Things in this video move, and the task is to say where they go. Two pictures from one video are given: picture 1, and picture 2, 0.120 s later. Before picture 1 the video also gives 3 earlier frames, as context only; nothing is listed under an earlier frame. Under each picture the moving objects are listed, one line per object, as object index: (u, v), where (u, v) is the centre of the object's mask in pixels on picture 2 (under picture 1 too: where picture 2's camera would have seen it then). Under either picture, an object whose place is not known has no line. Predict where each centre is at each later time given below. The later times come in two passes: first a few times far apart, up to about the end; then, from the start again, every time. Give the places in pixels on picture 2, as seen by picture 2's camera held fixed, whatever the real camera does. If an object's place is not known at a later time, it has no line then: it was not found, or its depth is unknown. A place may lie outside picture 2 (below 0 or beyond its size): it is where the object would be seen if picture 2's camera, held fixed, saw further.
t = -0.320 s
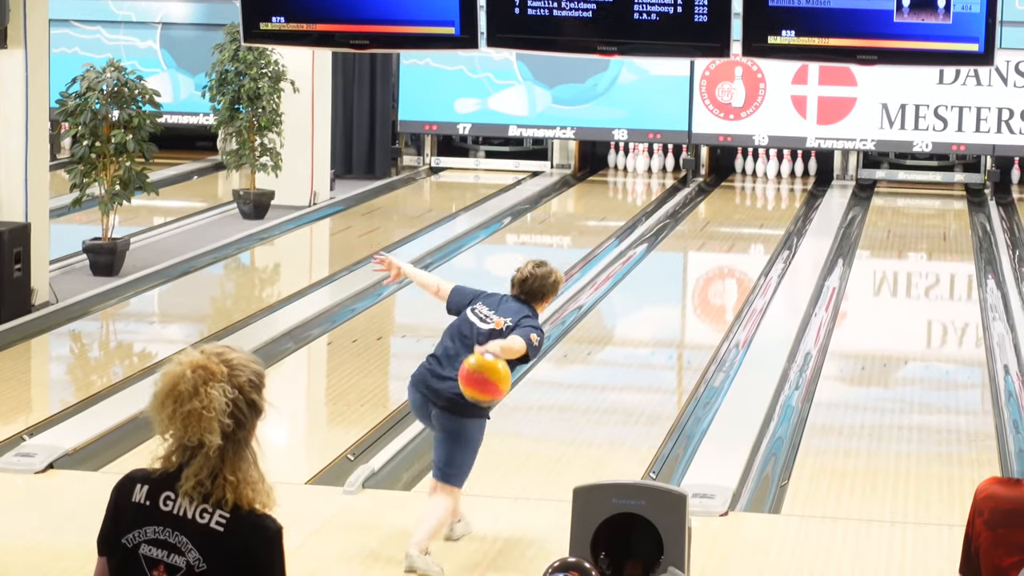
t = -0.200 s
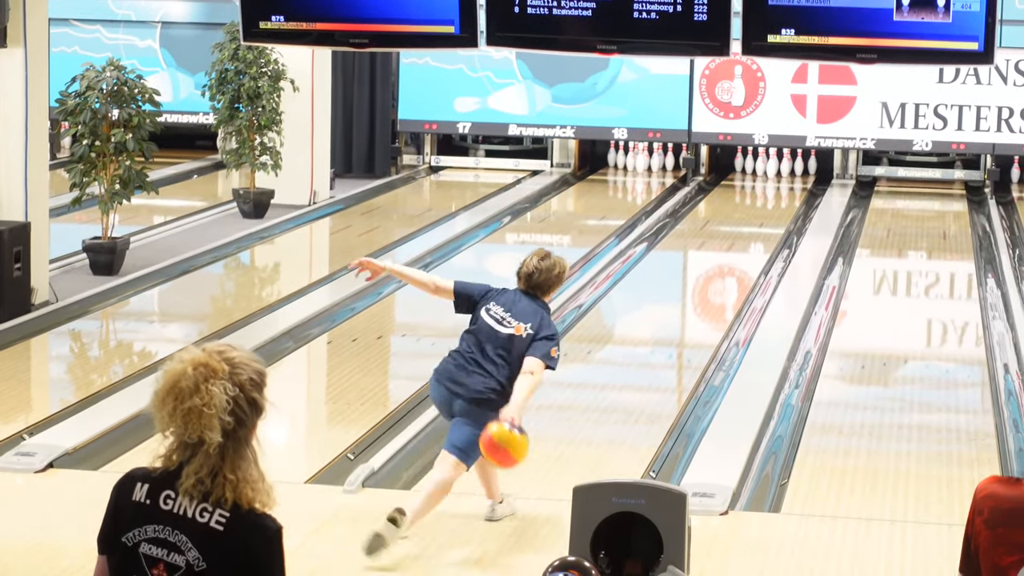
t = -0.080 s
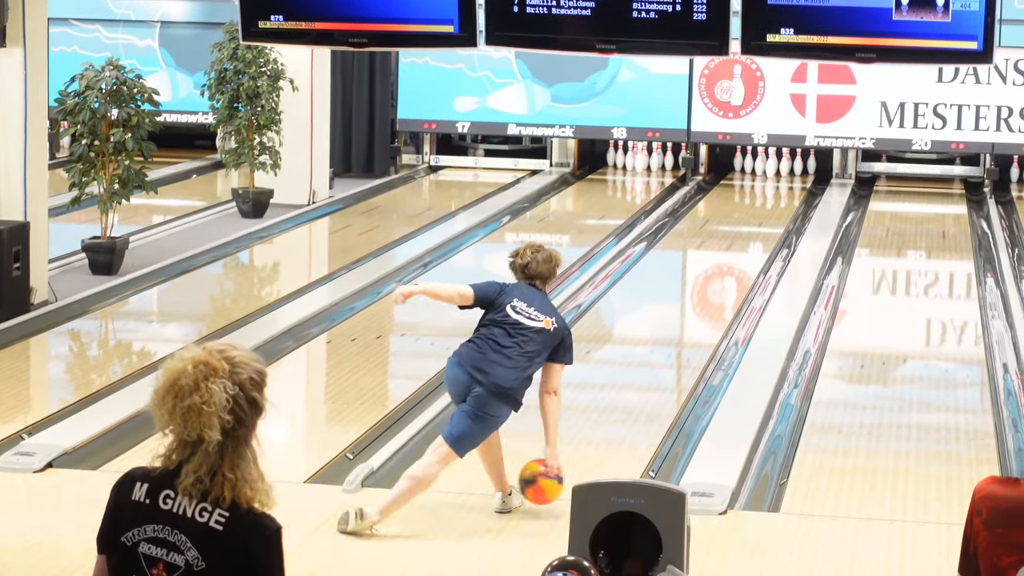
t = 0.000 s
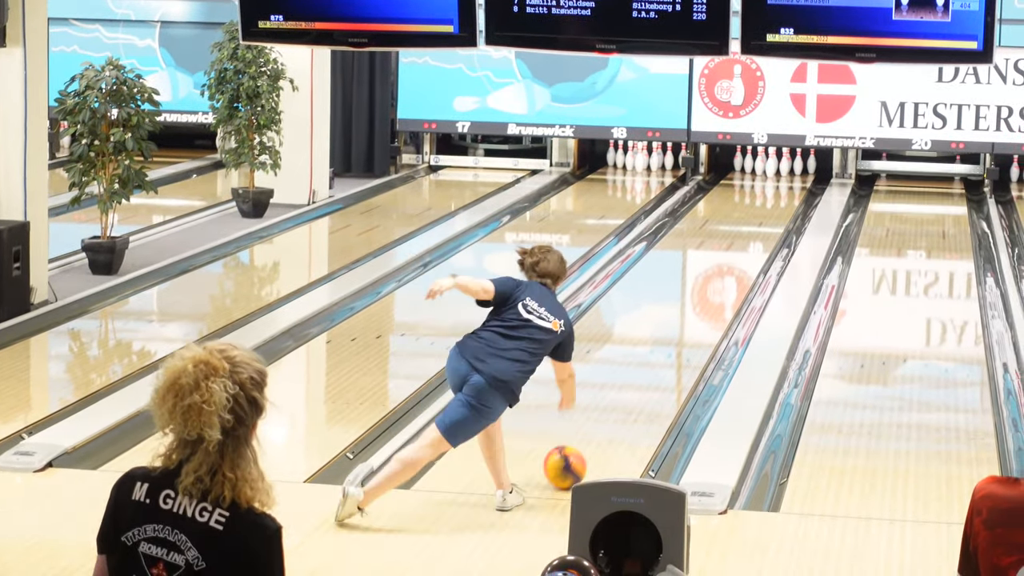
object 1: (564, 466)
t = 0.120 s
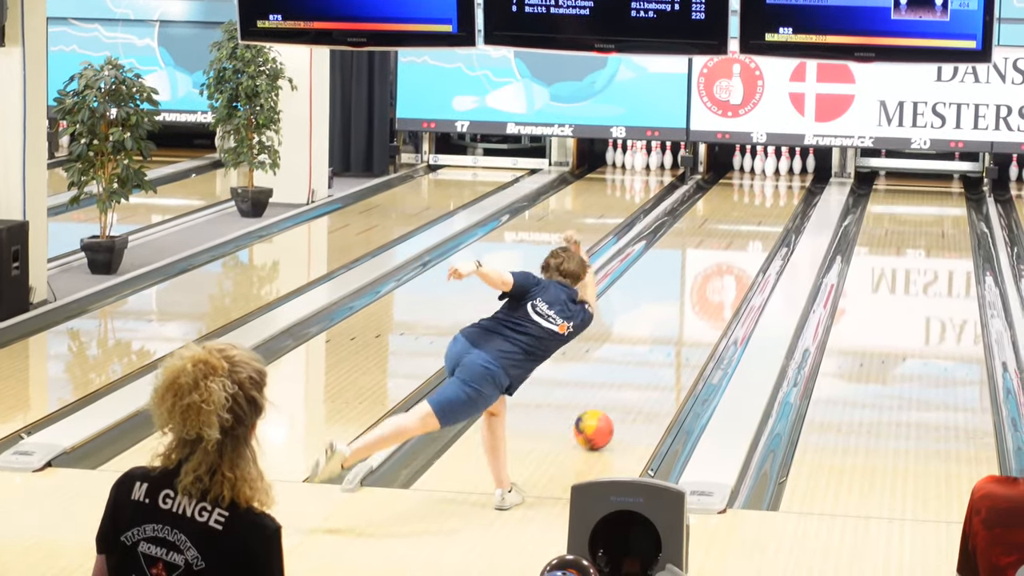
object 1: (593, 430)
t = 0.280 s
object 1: (626, 389)
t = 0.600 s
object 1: (676, 325)
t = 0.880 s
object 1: (707, 284)
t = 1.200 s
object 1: (735, 248)
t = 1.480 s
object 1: (753, 223)
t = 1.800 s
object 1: (770, 199)
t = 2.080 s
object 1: (779, 182)
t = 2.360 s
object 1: (782, 169)
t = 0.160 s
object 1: (602, 418)
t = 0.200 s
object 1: (611, 408)
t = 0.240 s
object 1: (619, 398)
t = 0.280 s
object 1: (626, 389)
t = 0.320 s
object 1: (634, 379)
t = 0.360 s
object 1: (640, 370)
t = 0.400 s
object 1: (647, 362)
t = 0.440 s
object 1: (653, 354)
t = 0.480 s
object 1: (659, 346)
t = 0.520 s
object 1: (665, 339)
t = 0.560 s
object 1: (671, 332)
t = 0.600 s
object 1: (676, 325)
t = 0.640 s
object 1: (681, 318)
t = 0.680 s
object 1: (686, 312)
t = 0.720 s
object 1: (691, 306)
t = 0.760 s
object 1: (695, 301)
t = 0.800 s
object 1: (699, 296)
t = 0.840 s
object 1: (703, 290)
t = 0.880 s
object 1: (707, 284)
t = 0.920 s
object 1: (711, 279)
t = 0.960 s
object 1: (716, 274)
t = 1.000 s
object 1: (719, 270)
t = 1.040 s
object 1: (722, 265)
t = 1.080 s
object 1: (726, 260)
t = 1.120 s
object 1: (729, 256)
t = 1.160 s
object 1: (732, 252)
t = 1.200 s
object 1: (735, 248)
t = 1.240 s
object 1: (738, 244)
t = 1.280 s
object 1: (742, 240)
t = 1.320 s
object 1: (744, 236)
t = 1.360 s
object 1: (747, 233)
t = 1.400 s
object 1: (749, 229)
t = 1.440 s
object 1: (752, 225)
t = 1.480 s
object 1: (753, 223)
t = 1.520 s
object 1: (757, 219)
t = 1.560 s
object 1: (759, 215)
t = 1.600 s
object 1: (761, 213)
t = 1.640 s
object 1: (762, 210)
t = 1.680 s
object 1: (764, 207)
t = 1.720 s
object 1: (765, 205)
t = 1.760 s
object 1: (769, 201)
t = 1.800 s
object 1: (770, 199)
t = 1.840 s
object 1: (772, 197)
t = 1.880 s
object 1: (773, 194)
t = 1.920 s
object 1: (774, 191)
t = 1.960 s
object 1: (775, 189)
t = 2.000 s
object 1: (776, 186)
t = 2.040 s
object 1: (777, 185)
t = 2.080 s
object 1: (779, 182)
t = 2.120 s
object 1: (779, 181)
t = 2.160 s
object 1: (780, 178)
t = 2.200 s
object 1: (780, 176)
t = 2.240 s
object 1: (781, 175)
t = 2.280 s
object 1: (781, 173)
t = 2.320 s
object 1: (781, 171)
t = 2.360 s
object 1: (782, 169)
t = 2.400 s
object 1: (785, 167)
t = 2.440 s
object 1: (787, 166)
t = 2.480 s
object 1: (787, 165)
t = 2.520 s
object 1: (788, 165)
